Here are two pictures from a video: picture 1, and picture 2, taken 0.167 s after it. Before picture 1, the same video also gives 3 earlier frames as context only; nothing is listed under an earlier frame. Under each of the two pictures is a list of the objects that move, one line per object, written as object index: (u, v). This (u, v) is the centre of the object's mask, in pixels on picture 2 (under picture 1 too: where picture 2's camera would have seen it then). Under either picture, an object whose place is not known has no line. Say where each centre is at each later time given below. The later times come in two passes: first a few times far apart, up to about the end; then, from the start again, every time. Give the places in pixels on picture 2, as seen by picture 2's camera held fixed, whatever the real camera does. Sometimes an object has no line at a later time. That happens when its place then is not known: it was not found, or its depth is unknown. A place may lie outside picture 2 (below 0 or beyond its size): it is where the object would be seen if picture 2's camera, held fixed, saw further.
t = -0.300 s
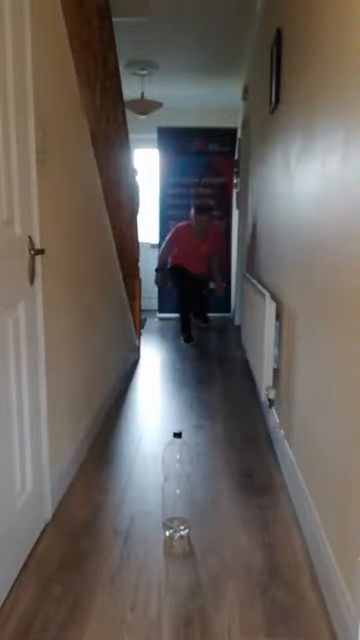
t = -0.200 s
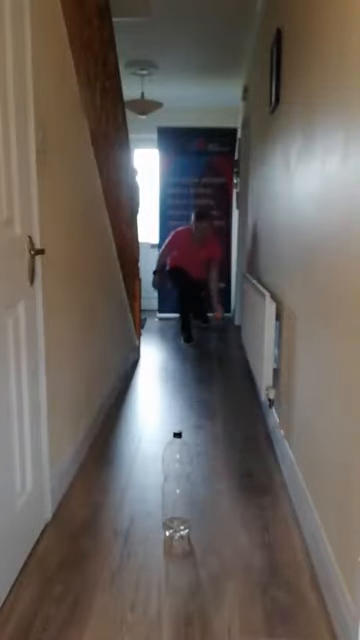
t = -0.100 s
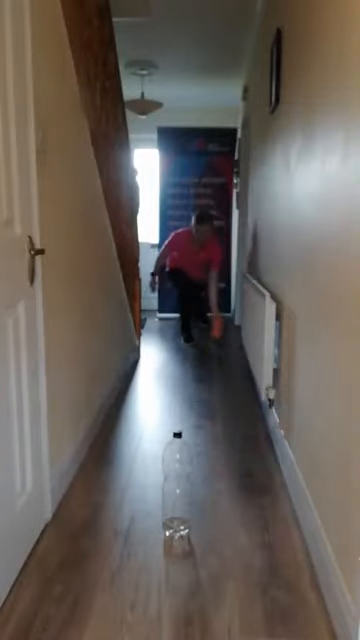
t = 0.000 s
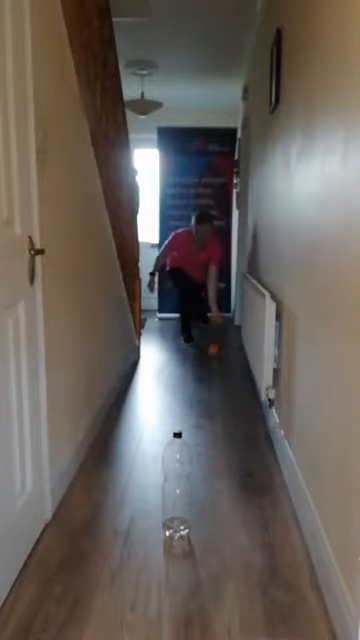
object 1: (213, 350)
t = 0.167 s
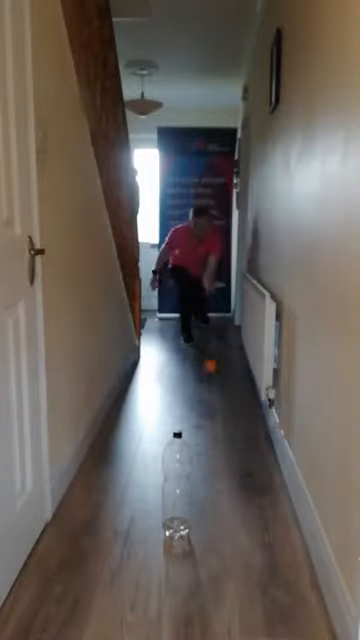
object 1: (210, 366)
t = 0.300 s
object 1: (207, 390)
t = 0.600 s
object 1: (198, 460)
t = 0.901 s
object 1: (184, 556)
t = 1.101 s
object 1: (181, 627)
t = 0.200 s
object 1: (209, 376)
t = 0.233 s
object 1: (208, 380)
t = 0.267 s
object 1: (208, 385)
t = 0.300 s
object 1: (207, 390)
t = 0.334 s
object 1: (207, 397)
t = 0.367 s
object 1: (206, 402)
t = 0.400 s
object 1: (205, 409)
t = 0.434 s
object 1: (203, 416)
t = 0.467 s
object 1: (203, 423)
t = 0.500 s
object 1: (200, 432)
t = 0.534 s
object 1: (199, 439)
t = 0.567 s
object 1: (197, 448)
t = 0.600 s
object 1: (198, 460)
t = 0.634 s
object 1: (195, 468)
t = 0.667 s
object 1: (191, 481)
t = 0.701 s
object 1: (188, 498)
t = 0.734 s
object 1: (185, 508)
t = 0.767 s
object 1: (187, 510)
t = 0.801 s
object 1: (186, 515)
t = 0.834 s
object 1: (185, 526)
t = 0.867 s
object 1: (184, 539)
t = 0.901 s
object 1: (184, 556)
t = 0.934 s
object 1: (184, 574)
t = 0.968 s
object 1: (184, 580)
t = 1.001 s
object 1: (184, 592)
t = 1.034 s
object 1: (185, 609)
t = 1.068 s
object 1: (183, 620)
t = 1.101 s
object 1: (181, 627)
